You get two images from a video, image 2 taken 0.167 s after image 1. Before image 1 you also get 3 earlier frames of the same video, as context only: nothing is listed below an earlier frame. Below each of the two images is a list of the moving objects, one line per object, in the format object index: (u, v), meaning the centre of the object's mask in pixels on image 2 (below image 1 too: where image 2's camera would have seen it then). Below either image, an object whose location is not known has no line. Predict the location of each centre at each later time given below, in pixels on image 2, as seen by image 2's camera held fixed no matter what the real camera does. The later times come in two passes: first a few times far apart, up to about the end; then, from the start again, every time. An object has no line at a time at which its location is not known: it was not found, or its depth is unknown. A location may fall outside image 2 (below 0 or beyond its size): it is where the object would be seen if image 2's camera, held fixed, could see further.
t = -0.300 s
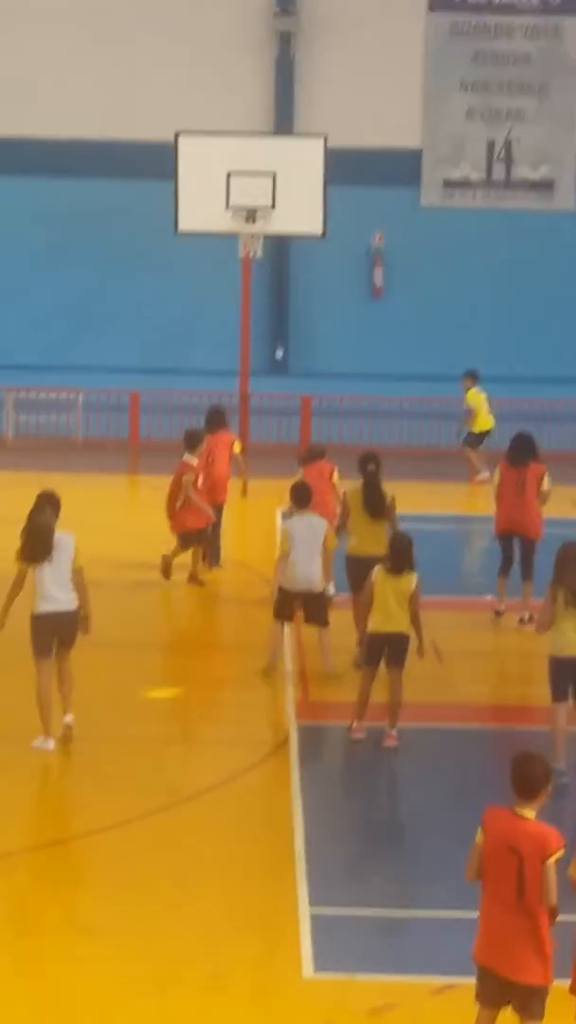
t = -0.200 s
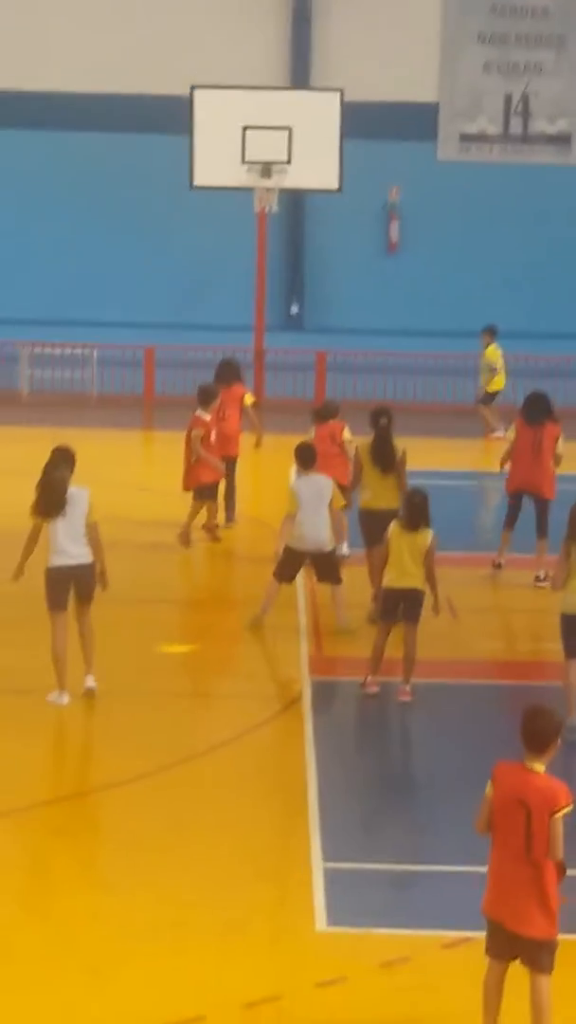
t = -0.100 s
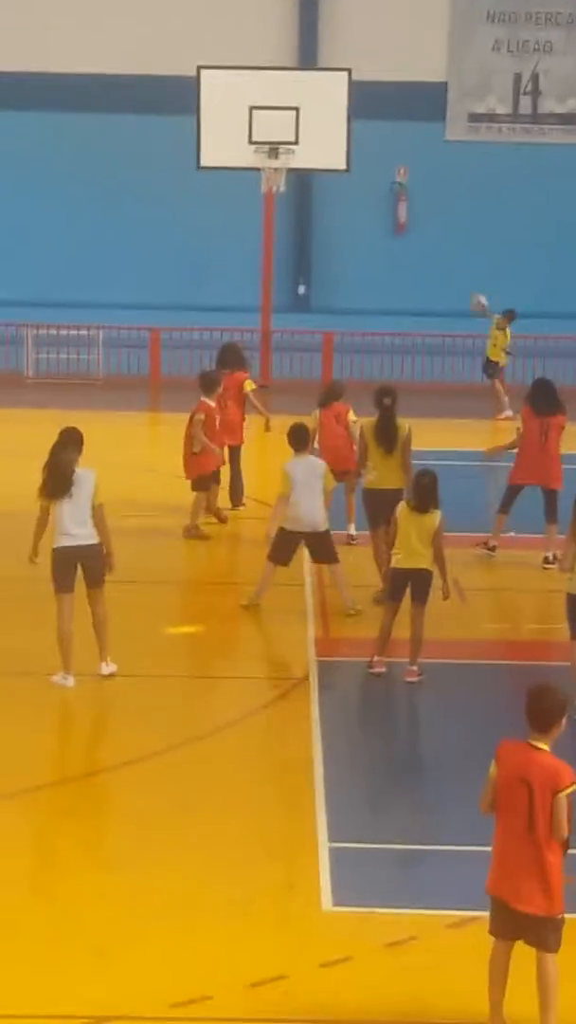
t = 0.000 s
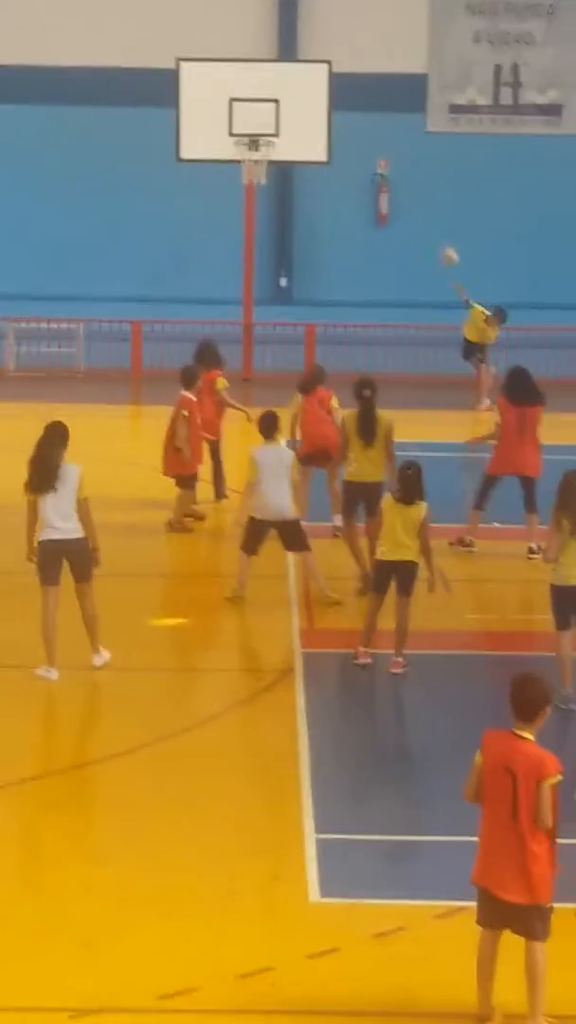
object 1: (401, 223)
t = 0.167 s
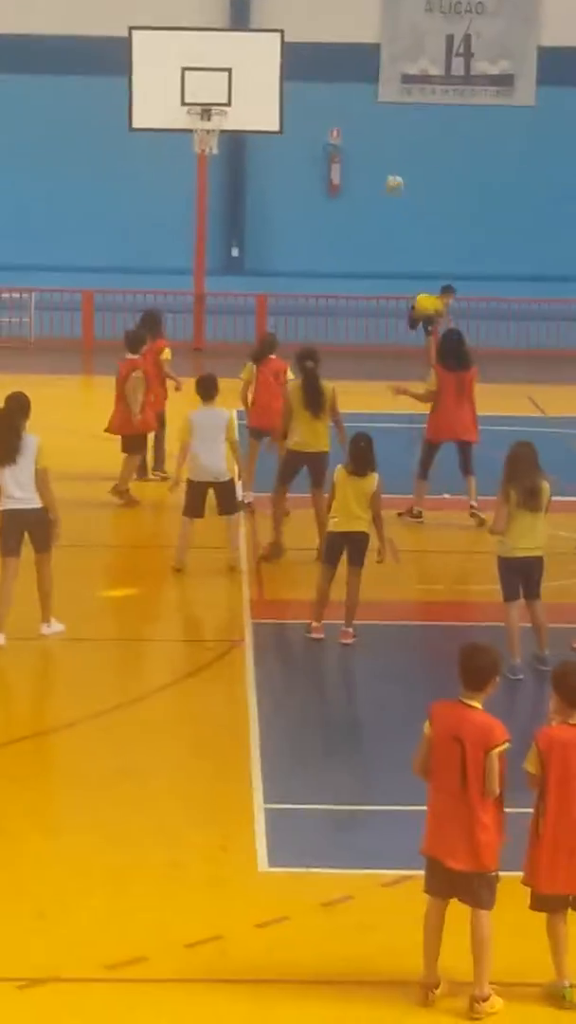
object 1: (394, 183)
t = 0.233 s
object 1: (393, 174)
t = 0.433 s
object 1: (385, 167)
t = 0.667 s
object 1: (385, 207)
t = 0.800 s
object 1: (385, 261)
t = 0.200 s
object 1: (393, 178)
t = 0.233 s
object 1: (393, 174)
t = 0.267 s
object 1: (392, 170)
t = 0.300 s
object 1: (390, 168)
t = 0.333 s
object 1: (388, 165)
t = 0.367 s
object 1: (386, 165)
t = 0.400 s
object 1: (385, 166)
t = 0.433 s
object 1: (385, 167)
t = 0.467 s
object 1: (385, 169)
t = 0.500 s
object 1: (386, 174)
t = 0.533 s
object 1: (385, 179)
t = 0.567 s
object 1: (385, 184)
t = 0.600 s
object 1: (385, 193)
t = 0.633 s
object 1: (386, 198)
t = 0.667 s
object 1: (385, 207)
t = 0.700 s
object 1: (386, 220)
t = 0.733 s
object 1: (385, 230)
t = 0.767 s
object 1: (385, 245)
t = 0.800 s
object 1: (385, 261)
